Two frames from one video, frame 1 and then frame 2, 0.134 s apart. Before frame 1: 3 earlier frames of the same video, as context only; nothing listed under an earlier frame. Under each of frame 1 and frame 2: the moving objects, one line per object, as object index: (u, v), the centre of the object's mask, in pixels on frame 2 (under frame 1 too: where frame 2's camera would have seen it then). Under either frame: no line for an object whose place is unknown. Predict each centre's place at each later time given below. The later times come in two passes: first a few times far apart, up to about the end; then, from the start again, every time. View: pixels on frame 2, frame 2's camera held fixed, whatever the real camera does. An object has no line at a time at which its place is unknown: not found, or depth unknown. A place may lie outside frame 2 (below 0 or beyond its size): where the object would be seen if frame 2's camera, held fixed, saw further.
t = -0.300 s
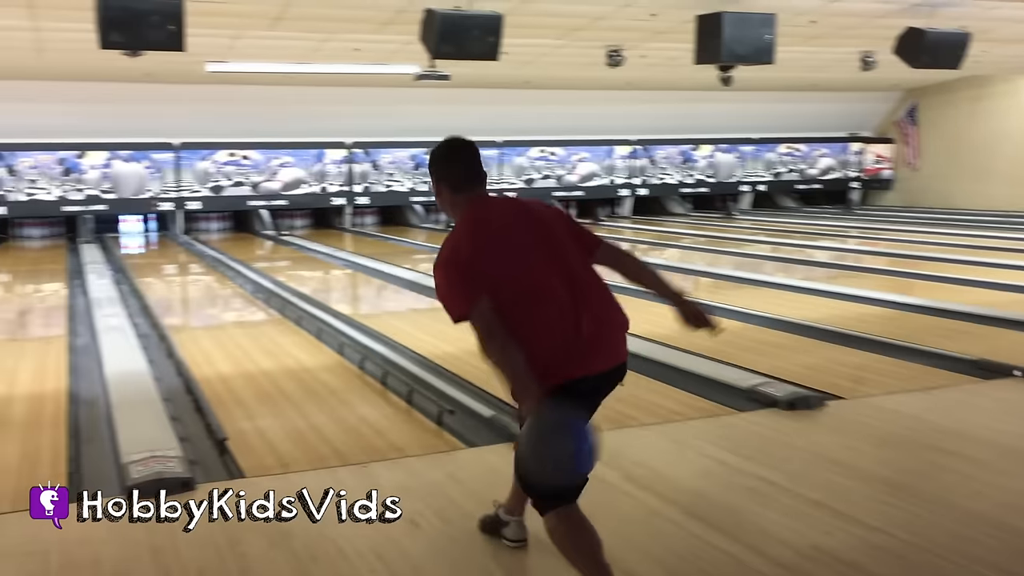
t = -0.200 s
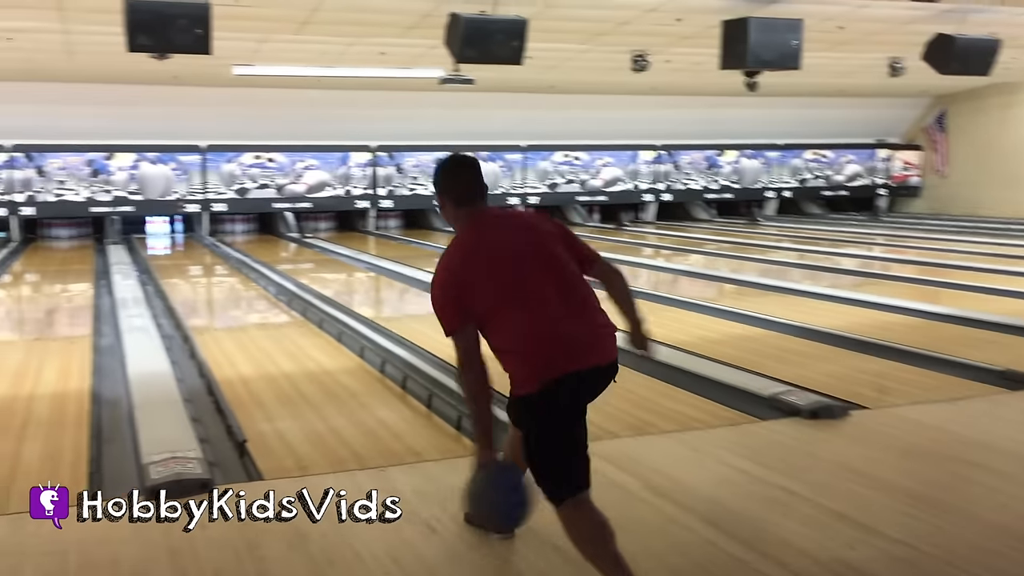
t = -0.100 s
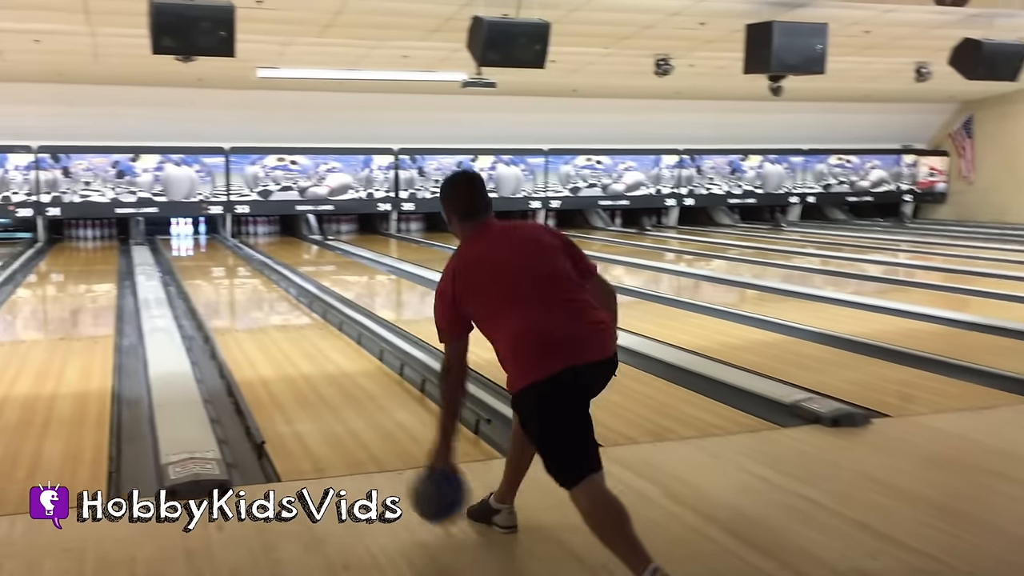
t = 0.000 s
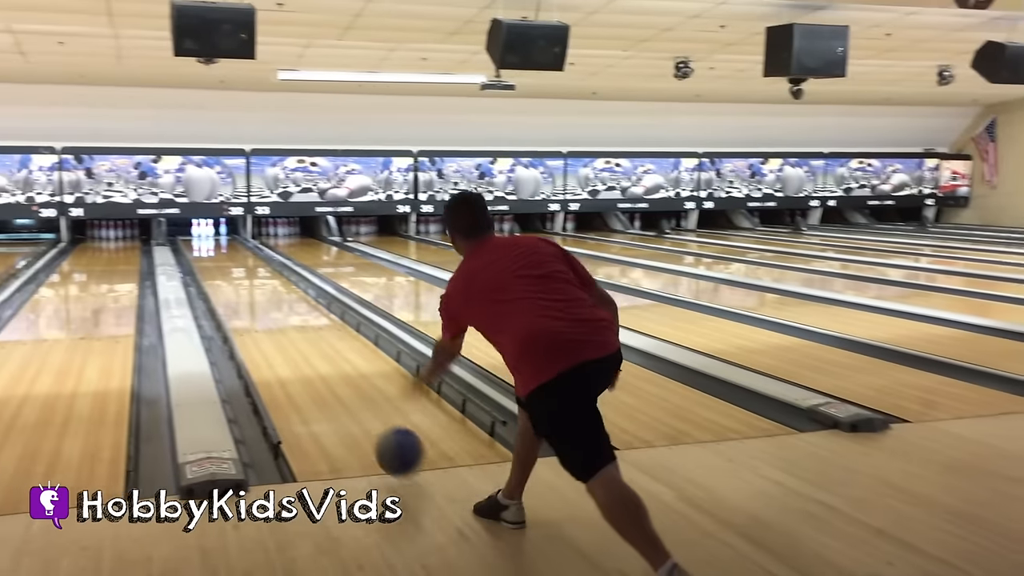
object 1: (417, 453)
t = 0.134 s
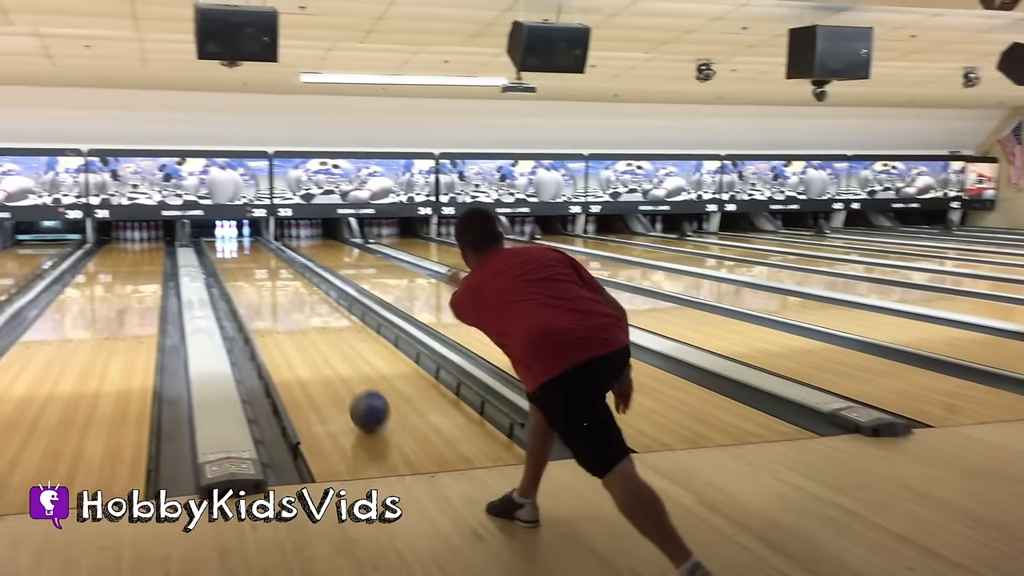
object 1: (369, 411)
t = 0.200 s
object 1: (351, 392)
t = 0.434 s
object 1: (307, 343)
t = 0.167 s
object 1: (360, 401)
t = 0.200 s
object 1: (351, 392)
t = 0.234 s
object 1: (343, 383)
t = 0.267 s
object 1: (336, 375)
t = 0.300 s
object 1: (329, 368)
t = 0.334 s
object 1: (323, 361)
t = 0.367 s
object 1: (317, 355)
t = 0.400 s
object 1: (312, 348)
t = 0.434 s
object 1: (307, 343)
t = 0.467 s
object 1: (302, 338)
